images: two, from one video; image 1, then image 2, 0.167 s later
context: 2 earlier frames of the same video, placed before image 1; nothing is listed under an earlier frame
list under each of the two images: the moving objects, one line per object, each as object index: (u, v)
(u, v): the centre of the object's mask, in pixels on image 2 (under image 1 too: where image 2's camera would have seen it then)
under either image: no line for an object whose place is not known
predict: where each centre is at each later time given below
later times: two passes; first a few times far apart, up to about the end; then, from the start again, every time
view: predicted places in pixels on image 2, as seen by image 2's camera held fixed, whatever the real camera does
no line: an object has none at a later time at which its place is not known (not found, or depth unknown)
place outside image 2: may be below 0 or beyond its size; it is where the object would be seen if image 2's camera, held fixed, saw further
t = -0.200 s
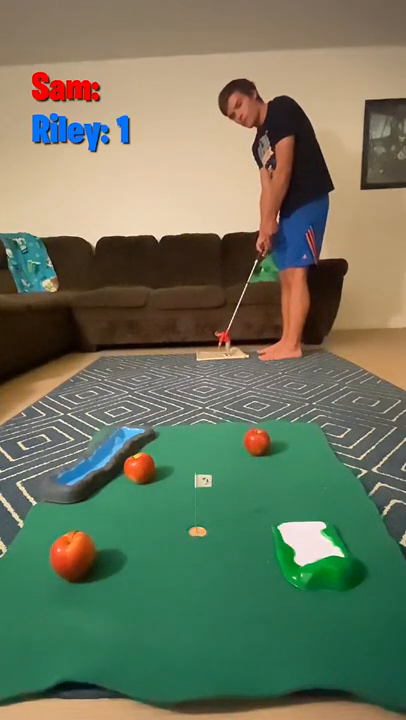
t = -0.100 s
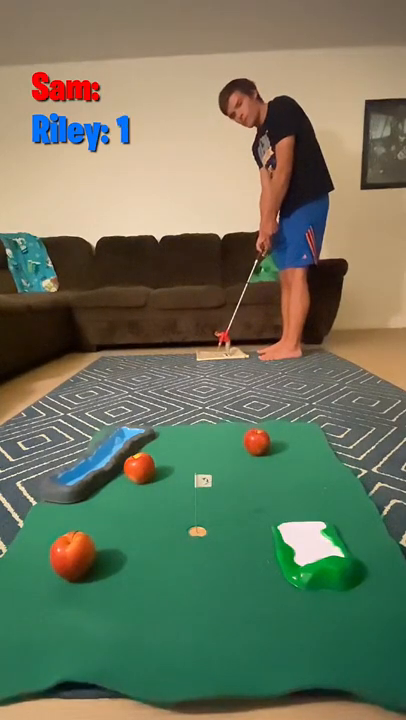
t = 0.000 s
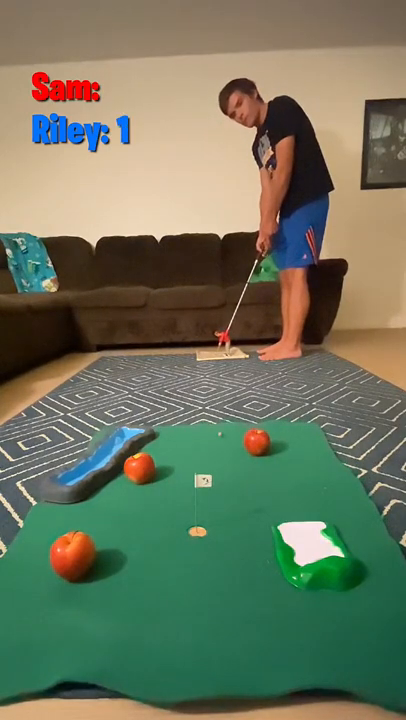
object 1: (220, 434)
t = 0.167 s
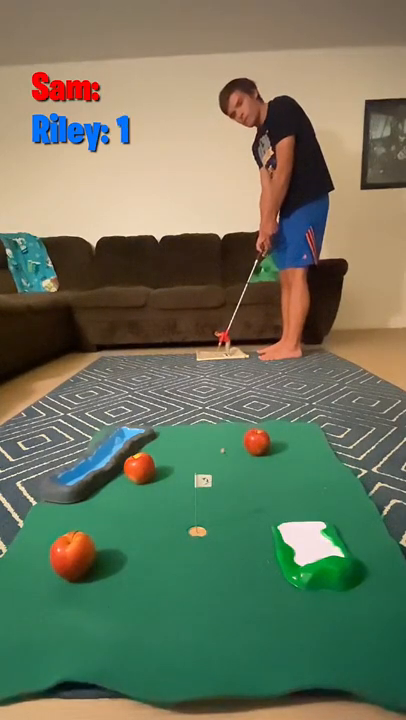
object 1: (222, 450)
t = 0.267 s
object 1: (224, 462)
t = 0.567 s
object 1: (225, 492)
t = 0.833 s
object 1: (225, 516)
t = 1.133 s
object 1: (228, 531)
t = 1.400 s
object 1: (229, 528)
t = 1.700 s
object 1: (229, 529)
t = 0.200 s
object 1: (223, 454)
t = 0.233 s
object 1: (223, 458)
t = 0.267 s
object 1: (224, 462)
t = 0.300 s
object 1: (224, 465)
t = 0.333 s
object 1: (224, 469)
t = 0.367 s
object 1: (224, 472)
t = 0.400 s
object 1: (224, 475)
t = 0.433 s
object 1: (224, 477)
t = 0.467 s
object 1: (224, 481)
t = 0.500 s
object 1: (224, 484)
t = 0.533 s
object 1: (224, 488)
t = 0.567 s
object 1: (225, 492)
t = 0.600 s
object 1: (225, 496)
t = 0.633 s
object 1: (225, 498)
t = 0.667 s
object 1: (225, 501)
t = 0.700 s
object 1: (225, 504)
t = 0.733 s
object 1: (225, 508)
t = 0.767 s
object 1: (225, 510)
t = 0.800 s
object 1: (225, 514)
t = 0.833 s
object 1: (225, 516)
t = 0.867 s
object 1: (225, 520)
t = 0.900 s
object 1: (226, 523)
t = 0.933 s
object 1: (226, 525)
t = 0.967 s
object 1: (227, 527)
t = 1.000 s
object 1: (227, 529)
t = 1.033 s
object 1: (228, 529)
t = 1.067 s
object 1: (228, 530)
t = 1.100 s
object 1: (228, 531)
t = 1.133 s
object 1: (228, 531)
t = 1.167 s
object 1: (228, 531)
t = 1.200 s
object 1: (228, 530)
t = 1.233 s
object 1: (228, 530)
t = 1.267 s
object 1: (228, 530)
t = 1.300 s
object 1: (228, 530)
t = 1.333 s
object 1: (228, 529)
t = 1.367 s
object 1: (229, 529)
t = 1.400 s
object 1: (229, 528)
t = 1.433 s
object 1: (229, 528)
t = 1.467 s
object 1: (229, 528)
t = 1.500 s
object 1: (229, 528)
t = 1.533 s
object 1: (229, 528)
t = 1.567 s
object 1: (229, 529)
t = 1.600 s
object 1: (229, 529)
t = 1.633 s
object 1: (229, 529)
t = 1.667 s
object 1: (229, 529)
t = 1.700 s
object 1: (229, 529)
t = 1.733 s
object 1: (229, 529)
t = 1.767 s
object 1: (229, 529)
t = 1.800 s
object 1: (229, 529)
